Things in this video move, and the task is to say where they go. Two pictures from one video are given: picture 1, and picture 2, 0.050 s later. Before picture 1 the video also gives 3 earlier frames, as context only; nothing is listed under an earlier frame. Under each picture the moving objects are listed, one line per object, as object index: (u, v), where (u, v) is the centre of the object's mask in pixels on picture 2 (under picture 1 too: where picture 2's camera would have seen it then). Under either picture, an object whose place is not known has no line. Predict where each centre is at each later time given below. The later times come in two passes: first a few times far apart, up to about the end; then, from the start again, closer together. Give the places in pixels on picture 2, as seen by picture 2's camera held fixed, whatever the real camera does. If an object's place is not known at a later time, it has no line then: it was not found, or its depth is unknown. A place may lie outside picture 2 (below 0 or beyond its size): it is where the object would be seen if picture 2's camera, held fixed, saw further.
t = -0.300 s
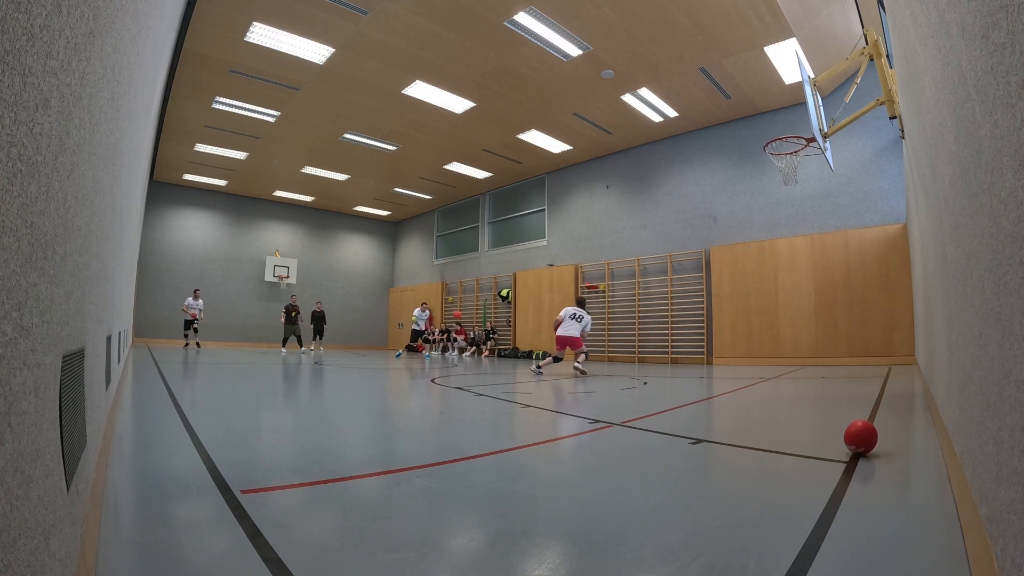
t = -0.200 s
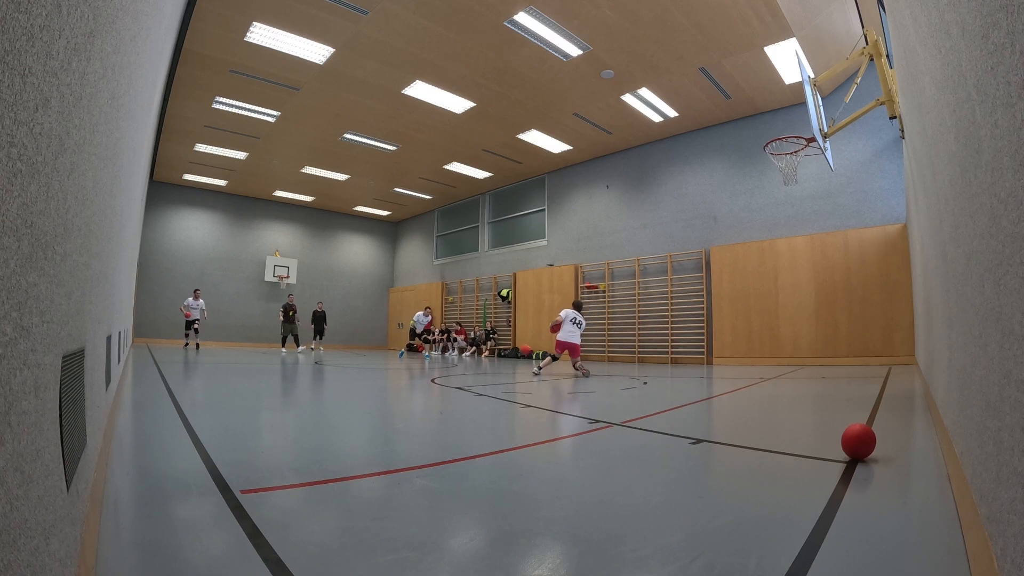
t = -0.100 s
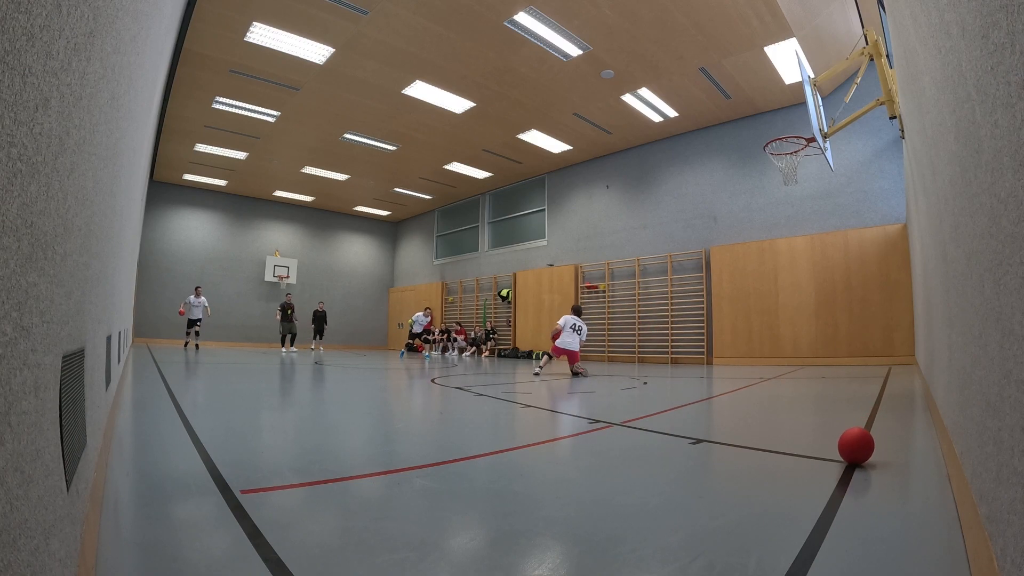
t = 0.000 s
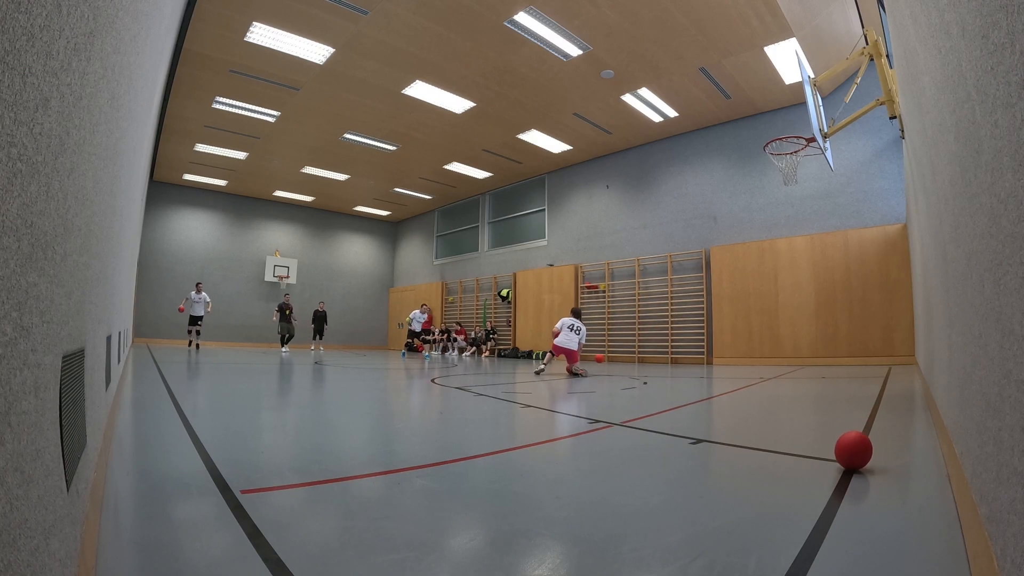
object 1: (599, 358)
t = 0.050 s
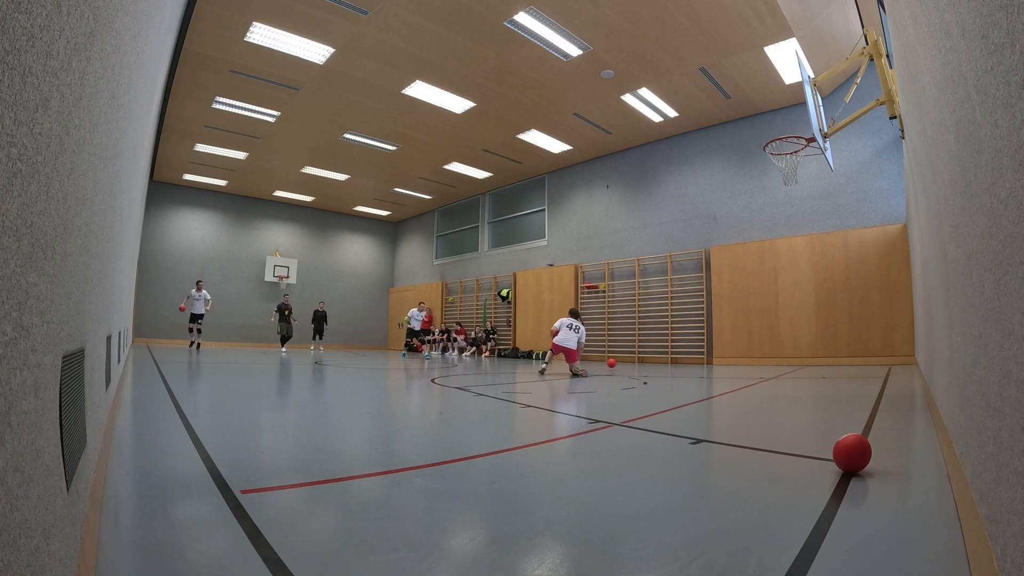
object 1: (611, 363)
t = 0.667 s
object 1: (667, 361)
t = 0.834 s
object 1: (676, 359)
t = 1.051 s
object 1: (679, 359)
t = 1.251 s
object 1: (679, 359)
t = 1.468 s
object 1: (679, 359)
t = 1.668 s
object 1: (679, 359)
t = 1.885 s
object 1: (679, 359)
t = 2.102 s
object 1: (678, 359)
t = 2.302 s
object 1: (678, 359)
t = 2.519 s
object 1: (678, 359)
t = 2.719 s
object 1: (678, 359)
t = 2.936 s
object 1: (678, 359)
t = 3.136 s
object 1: (678, 359)
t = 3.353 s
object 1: (678, 359)
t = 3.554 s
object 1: (678, 359)
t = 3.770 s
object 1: (678, 359)
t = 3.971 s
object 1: (678, 359)
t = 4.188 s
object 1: (677, 359)
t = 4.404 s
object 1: (677, 359)
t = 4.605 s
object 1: (677, 359)
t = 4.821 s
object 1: (677, 359)
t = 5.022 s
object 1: (678, 359)
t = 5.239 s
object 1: (677, 359)
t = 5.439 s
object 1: (677, 359)
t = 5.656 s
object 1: (677, 359)
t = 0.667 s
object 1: (667, 361)
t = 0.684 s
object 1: (668, 360)
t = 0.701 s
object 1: (669, 360)
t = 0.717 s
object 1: (670, 359)
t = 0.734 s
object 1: (671, 359)
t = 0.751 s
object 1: (672, 359)
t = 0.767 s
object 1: (673, 359)
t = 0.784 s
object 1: (674, 359)
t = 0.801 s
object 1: (675, 359)
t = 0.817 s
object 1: (675, 359)
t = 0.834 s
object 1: (676, 359)
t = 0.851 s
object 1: (677, 359)
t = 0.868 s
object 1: (677, 359)
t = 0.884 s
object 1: (678, 358)
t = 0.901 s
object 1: (678, 359)
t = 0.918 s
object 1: (679, 359)
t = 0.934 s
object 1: (679, 359)
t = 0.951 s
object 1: (680, 359)
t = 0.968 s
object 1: (680, 359)
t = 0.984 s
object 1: (680, 359)
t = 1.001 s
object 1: (680, 359)
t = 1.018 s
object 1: (680, 359)
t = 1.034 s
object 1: (679, 359)
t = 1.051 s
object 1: (679, 359)
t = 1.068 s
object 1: (679, 359)
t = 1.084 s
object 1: (679, 359)
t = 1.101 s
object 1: (679, 359)
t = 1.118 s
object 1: (679, 359)
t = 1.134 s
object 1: (679, 359)
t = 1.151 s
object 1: (679, 359)
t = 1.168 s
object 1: (679, 359)
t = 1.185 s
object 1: (679, 359)
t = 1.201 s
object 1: (679, 359)
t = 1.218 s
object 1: (679, 359)
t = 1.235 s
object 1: (679, 359)
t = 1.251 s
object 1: (679, 359)
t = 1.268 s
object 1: (679, 359)
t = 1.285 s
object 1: (679, 359)
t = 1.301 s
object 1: (679, 359)
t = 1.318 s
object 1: (679, 359)
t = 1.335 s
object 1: (679, 359)
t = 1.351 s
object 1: (679, 359)
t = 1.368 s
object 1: (679, 359)
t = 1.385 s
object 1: (679, 359)
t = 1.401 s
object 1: (679, 359)
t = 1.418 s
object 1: (679, 359)
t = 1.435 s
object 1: (679, 359)
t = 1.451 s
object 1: (679, 359)
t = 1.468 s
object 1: (679, 359)
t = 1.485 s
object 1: (679, 359)
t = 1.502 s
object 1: (679, 359)
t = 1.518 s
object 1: (679, 359)
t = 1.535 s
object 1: (679, 359)
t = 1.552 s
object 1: (679, 359)
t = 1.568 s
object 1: (679, 359)
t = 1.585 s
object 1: (679, 359)
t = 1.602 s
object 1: (679, 359)
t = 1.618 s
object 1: (679, 359)
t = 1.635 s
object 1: (679, 359)
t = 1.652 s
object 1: (679, 359)
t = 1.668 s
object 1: (679, 359)
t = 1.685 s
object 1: (679, 359)
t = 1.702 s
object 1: (679, 359)
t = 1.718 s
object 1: (679, 359)
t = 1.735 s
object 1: (679, 359)
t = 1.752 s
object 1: (679, 359)
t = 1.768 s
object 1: (679, 359)
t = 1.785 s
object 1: (679, 359)
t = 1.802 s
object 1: (679, 359)
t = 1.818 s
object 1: (679, 359)
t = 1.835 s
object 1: (679, 359)
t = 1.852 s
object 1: (679, 359)
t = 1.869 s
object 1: (679, 359)
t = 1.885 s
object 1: (679, 359)
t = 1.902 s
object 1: (679, 359)
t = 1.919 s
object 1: (679, 359)
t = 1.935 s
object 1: (679, 359)
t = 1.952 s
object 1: (679, 359)
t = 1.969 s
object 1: (679, 359)
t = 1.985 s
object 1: (679, 359)
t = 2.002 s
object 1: (679, 359)
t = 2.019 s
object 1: (679, 359)
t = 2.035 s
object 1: (679, 359)
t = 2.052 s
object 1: (679, 359)
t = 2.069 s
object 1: (678, 359)
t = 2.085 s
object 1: (678, 359)
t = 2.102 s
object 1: (678, 359)
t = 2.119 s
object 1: (678, 359)
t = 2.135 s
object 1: (678, 359)
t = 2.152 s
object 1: (678, 359)
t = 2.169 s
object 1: (679, 359)
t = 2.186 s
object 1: (678, 359)
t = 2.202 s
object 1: (678, 359)
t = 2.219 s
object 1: (678, 359)
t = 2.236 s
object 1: (679, 359)
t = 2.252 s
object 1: (679, 359)
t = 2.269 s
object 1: (679, 359)
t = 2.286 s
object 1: (679, 359)
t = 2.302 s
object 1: (678, 359)
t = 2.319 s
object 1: (678, 359)
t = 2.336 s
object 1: (678, 359)
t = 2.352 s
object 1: (678, 359)
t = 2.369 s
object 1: (678, 359)
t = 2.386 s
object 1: (678, 359)
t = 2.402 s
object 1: (678, 359)
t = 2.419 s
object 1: (679, 359)
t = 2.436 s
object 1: (678, 359)
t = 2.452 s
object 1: (679, 359)
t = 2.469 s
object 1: (678, 359)
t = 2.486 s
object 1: (679, 359)
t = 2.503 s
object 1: (678, 359)
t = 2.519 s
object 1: (678, 359)
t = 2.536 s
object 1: (678, 359)
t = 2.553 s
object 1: (678, 359)
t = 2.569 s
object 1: (678, 359)
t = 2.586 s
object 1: (679, 359)
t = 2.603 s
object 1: (678, 359)
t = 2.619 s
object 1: (678, 359)
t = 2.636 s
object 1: (678, 359)
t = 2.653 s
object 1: (678, 359)
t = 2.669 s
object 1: (678, 359)
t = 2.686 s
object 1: (678, 359)
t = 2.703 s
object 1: (678, 359)
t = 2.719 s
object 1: (678, 359)
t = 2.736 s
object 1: (678, 359)
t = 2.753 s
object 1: (678, 359)
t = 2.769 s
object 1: (678, 359)
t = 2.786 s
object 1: (678, 359)
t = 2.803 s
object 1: (678, 359)
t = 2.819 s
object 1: (678, 359)
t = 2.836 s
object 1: (678, 359)
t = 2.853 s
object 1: (678, 359)
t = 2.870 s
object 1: (678, 359)
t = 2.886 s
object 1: (678, 359)
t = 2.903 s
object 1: (678, 359)
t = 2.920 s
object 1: (678, 359)
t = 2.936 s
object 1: (678, 359)
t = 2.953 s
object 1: (678, 359)
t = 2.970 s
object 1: (678, 359)
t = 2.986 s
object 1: (678, 359)
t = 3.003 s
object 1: (678, 359)
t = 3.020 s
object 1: (678, 359)
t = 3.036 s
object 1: (678, 359)
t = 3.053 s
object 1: (678, 359)
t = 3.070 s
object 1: (678, 359)
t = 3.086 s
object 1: (678, 359)
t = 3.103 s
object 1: (678, 359)
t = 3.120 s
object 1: (678, 359)
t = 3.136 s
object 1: (678, 359)
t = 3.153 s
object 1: (678, 359)
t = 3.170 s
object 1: (678, 359)
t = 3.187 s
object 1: (678, 359)
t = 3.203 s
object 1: (678, 359)
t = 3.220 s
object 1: (678, 359)
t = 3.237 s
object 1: (678, 359)
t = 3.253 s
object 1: (678, 359)
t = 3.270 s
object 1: (678, 359)
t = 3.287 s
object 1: (678, 359)
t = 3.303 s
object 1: (678, 359)
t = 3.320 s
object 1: (678, 359)
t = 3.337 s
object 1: (678, 359)
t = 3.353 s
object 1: (678, 359)
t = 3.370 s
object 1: (678, 359)
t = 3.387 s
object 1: (678, 359)
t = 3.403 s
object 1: (678, 359)
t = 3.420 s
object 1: (678, 359)
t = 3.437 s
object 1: (678, 359)
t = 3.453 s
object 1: (678, 359)
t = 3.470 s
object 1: (678, 359)
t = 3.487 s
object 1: (678, 359)
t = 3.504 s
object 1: (678, 359)
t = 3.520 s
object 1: (678, 359)
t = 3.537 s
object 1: (678, 359)
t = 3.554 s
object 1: (678, 359)
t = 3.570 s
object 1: (678, 359)
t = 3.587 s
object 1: (678, 359)
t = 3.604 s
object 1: (678, 359)
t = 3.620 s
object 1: (678, 359)
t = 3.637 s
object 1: (678, 359)
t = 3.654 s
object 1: (678, 359)
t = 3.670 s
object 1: (678, 359)
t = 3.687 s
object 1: (678, 359)
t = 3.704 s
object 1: (678, 359)
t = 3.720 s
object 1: (678, 359)
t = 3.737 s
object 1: (678, 359)
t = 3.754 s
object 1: (678, 359)
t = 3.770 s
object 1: (678, 359)
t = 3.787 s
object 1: (678, 359)
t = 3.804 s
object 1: (678, 359)
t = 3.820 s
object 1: (678, 359)
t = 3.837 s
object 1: (678, 359)
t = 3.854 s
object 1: (678, 359)
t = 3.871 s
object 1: (678, 359)
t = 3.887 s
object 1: (678, 359)
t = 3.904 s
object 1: (678, 359)
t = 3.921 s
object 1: (678, 359)
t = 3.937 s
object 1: (678, 359)
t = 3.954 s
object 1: (678, 359)
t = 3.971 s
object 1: (678, 359)
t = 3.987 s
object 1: (678, 359)
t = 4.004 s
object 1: (678, 359)
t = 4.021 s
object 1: (678, 359)
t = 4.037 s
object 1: (678, 359)
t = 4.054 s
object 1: (678, 359)
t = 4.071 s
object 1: (678, 359)
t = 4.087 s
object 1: (678, 359)
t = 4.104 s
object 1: (678, 359)
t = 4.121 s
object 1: (678, 359)
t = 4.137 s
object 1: (678, 359)
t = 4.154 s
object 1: (677, 359)
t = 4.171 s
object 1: (677, 359)
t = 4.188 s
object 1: (677, 359)
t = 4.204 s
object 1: (677, 359)
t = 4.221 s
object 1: (677, 359)
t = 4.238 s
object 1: (677, 359)
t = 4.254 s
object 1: (677, 359)
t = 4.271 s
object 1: (677, 359)
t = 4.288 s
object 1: (677, 359)
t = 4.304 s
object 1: (677, 359)
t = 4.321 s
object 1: (677, 359)
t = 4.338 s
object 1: (677, 359)
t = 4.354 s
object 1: (677, 359)
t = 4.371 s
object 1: (677, 359)
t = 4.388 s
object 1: (677, 359)
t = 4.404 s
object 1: (677, 359)
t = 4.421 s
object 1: (677, 359)
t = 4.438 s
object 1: (677, 359)
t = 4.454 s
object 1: (677, 359)
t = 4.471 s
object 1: (677, 359)
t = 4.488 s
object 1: (677, 359)
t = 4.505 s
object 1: (677, 359)
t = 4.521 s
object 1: (677, 359)
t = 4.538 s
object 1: (677, 359)
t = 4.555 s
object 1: (677, 359)
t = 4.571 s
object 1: (677, 359)
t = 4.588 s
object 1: (677, 359)
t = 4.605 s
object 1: (677, 359)
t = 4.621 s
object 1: (677, 359)
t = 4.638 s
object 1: (677, 359)
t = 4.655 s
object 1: (677, 359)
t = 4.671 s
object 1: (677, 359)
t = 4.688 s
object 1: (677, 359)
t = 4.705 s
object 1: (677, 359)
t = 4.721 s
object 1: (677, 359)
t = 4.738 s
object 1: (677, 359)
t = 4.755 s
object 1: (677, 359)
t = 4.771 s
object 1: (677, 359)
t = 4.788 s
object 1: (677, 359)
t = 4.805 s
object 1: (677, 359)
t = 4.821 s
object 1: (677, 359)
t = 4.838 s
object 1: (677, 359)
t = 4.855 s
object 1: (677, 359)
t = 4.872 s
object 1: (677, 359)
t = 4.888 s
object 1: (677, 359)
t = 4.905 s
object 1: (677, 359)
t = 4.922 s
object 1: (677, 359)
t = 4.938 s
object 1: (677, 359)
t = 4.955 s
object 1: (677, 359)
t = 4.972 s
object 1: (677, 359)
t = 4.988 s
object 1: (677, 359)
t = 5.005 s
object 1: (678, 359)
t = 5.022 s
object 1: (678, 359)
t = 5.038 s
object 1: (677, 359)
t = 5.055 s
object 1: (677, 359)
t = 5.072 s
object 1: (677, 359)
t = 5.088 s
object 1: (677, 359)
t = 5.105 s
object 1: (678, 359)
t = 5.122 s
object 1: (678, 359)
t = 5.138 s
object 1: (678, 359)
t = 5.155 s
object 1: (678, 359)
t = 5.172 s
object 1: (677, 359)
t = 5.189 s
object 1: (677, 359)
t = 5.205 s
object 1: (677, 359)
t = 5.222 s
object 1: (677, 359)
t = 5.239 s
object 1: (677, 359)
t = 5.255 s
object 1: (677, 359)
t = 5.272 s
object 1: (677, 359)
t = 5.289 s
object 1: (677, 359)
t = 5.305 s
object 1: (677, 359)
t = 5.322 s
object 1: (677, 359)
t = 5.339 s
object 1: (677, 359)
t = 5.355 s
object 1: (677, 359)
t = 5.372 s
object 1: (677, 359)
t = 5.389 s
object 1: (677, 359)
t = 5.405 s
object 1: (677, 359)
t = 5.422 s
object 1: (677, 359)
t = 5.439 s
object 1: (677, 359)
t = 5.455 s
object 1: (677, 359)
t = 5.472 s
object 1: (677, 359)
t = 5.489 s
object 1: (677, 359)
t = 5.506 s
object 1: (677, 359)
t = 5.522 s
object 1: (677, 359)
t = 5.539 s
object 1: (677, 359)
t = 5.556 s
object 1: (677, 359)
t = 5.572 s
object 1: (677, 359)
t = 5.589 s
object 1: (677, 359)
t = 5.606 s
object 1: (677, 359)
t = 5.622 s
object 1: (677, 359)
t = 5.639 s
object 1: (677, 359)
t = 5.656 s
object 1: (677, 359)
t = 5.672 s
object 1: (677, 359)
